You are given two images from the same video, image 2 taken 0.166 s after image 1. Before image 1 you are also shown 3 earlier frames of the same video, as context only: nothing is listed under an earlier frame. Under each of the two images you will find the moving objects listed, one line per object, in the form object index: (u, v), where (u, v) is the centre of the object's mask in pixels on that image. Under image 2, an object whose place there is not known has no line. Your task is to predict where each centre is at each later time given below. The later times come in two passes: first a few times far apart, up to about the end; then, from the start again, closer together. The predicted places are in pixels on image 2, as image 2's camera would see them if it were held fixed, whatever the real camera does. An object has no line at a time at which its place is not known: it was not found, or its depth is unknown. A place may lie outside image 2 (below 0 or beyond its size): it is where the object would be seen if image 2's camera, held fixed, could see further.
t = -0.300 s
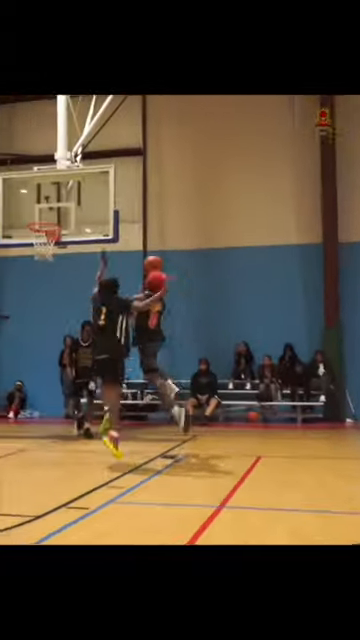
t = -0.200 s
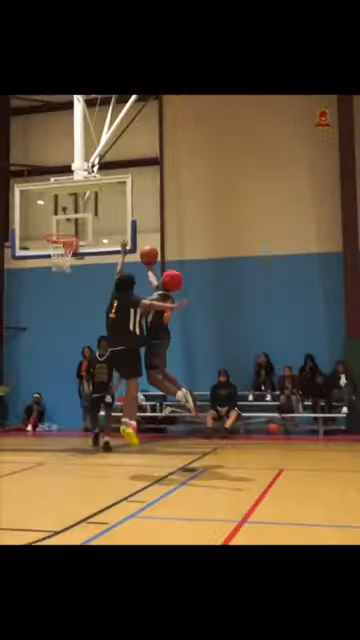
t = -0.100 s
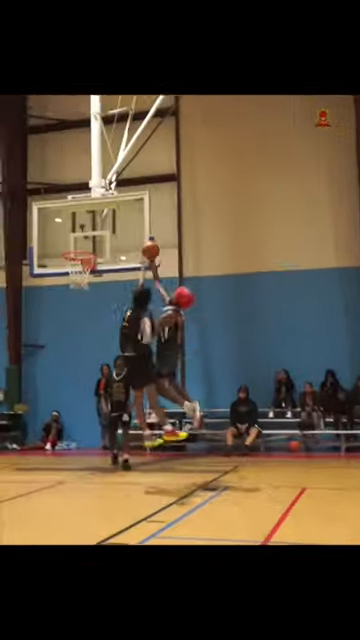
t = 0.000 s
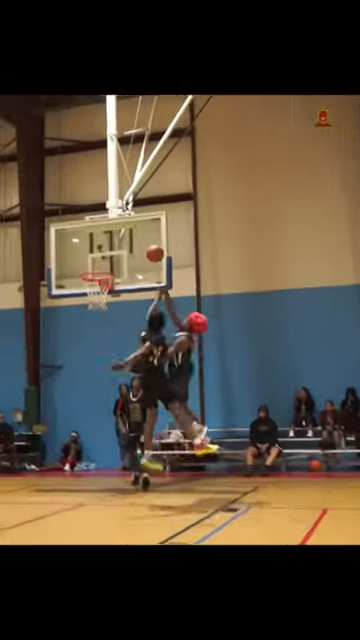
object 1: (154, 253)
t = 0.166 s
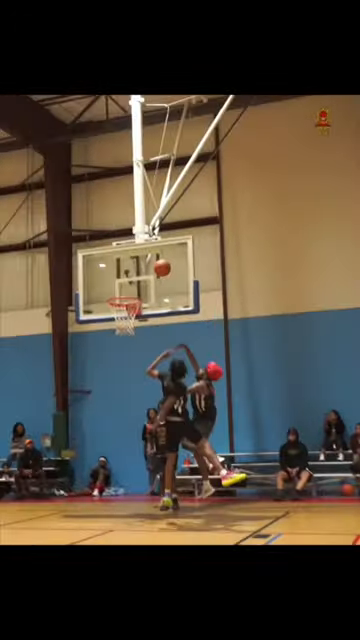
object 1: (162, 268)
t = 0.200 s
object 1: (159, 268)
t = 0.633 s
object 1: (122, 303)
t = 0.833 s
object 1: (123, 319)
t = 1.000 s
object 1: (126, 339)
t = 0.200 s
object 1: (159, 268)
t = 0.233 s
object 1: (155, 268)
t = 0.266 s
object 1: (152, 268)
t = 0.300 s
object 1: (148, 268)
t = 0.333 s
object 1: (144, 268)
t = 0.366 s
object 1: (141, 269)
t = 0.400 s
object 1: (138, 272)
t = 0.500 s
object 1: (127, 285)
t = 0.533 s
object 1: (123, 289)
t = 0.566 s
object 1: (120, 295)
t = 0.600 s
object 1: (120, 299)
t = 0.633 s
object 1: (122, 303)
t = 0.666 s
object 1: (121, 306)
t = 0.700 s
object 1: (122, 310)
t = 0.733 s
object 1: (122, 313)
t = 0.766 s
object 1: (123, 318)
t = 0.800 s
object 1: (123, 319)
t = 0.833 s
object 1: (123, 319)
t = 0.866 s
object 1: (124, 322)
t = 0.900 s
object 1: (124, 326)
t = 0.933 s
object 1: (124, 329)
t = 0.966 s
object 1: (126, 334)
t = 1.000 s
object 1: (126, 339)
